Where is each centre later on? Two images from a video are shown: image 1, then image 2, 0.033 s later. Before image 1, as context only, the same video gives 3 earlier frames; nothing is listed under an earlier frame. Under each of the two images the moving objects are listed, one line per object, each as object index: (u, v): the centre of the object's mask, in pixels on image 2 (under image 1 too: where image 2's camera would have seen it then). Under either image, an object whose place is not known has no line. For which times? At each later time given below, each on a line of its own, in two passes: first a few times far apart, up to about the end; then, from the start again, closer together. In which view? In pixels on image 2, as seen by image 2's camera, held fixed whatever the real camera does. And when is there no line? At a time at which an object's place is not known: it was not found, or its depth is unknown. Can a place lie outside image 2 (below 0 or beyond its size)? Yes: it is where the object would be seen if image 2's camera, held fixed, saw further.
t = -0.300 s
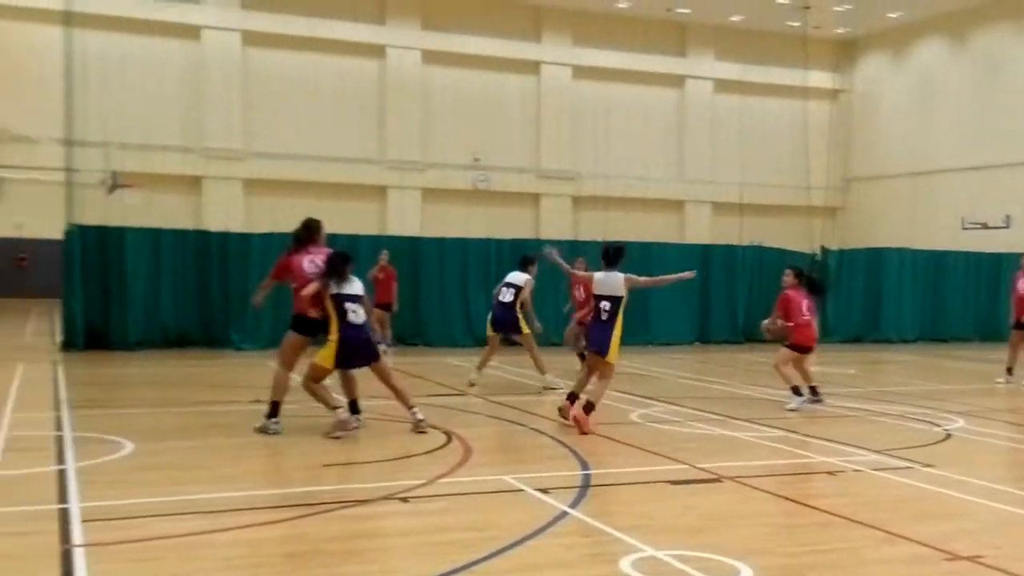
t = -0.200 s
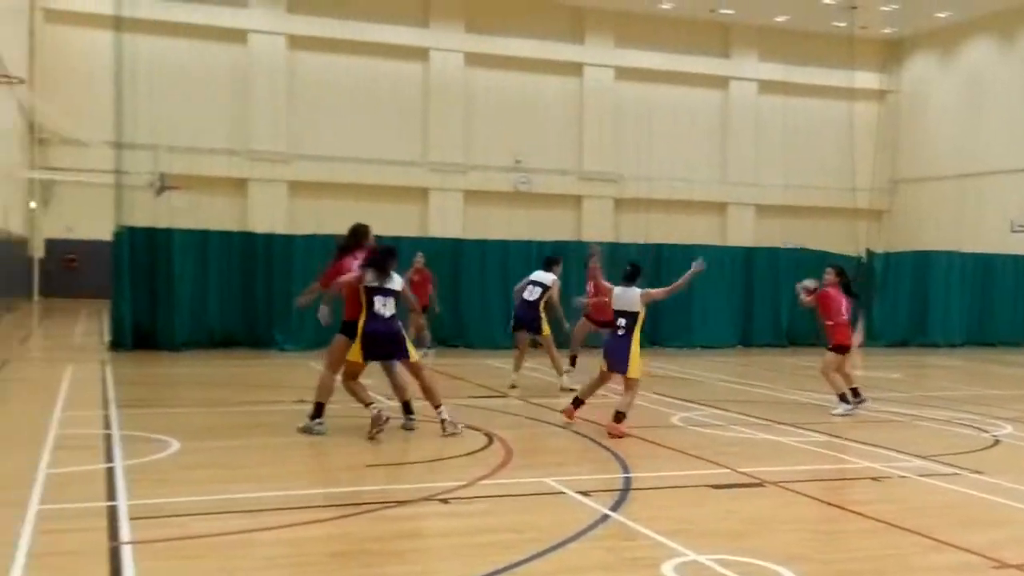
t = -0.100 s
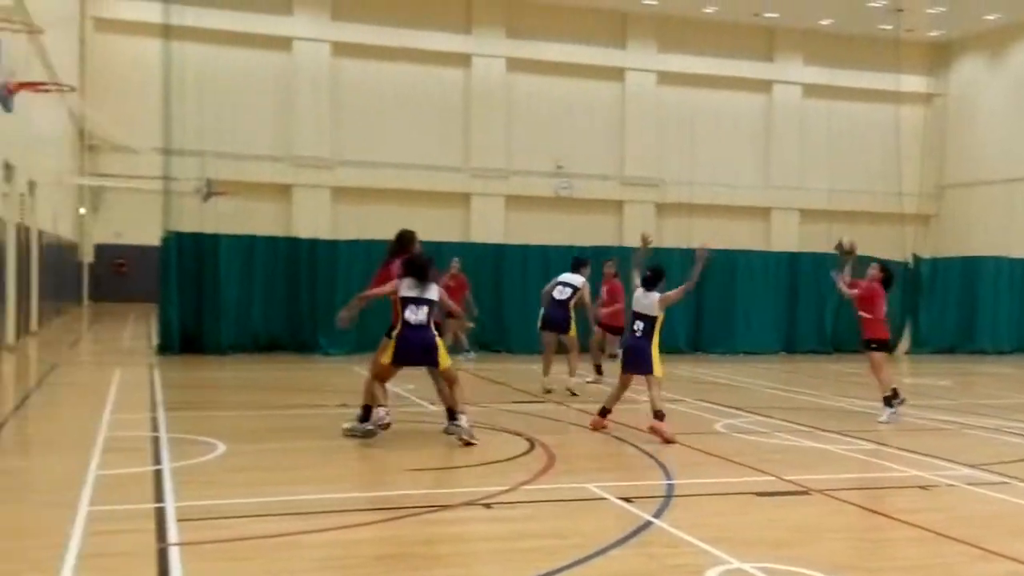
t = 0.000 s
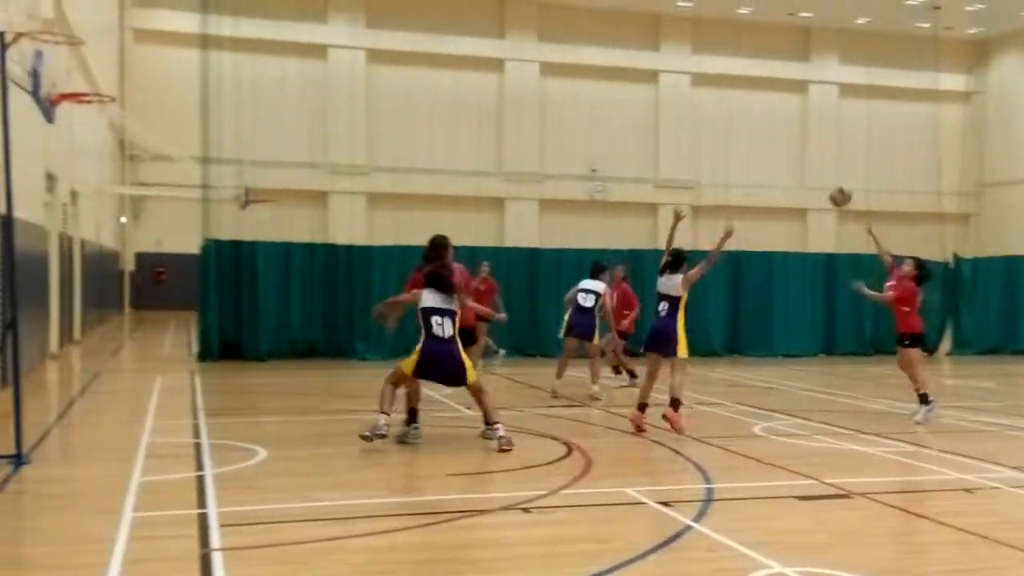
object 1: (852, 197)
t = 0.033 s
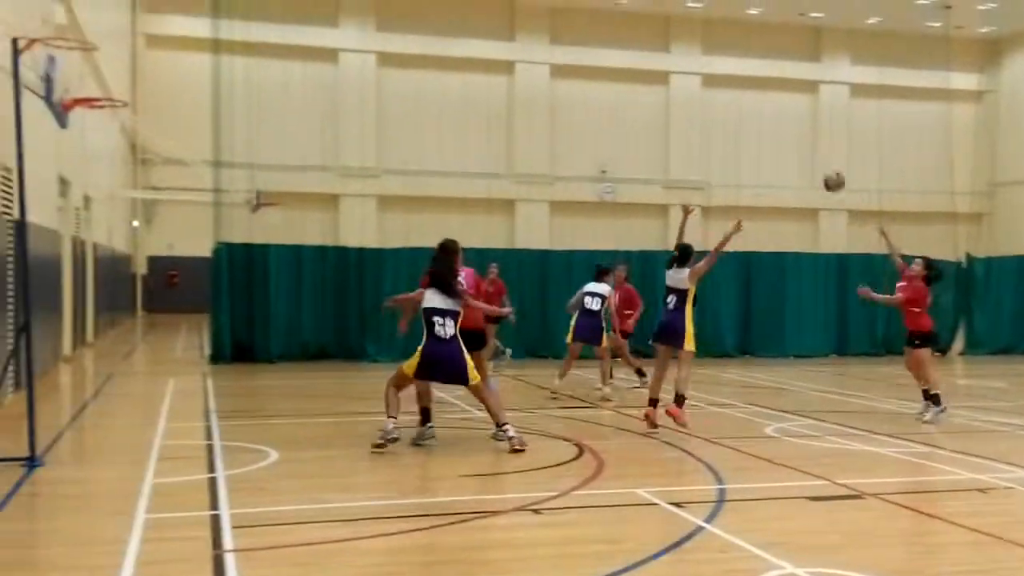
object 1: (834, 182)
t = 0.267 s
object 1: (708, 102)
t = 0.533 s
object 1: (549, 65)
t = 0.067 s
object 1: (816, 168)
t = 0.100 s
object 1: (799, 155)
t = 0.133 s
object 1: (782, 143)
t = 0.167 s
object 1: (764, 132)
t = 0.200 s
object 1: (746, 120)
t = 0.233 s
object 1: (727, 111)
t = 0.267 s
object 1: (708, 102)
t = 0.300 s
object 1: (689, 93)
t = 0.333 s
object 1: (670, 87)
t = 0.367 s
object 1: (650, 80)
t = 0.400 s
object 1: (630, 75)
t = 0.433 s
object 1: (612, 71)
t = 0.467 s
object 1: (590, 69)
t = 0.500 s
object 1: (568, 66)
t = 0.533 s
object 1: (549, 65)
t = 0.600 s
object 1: (504, 68)
